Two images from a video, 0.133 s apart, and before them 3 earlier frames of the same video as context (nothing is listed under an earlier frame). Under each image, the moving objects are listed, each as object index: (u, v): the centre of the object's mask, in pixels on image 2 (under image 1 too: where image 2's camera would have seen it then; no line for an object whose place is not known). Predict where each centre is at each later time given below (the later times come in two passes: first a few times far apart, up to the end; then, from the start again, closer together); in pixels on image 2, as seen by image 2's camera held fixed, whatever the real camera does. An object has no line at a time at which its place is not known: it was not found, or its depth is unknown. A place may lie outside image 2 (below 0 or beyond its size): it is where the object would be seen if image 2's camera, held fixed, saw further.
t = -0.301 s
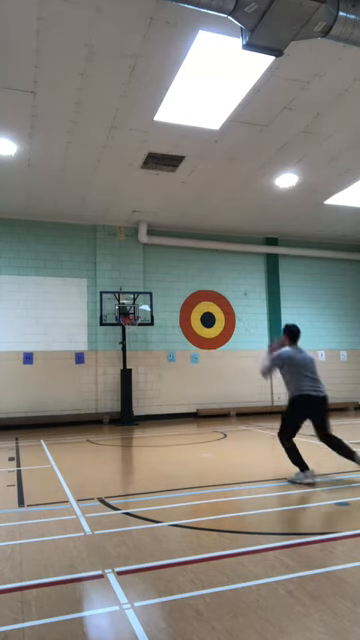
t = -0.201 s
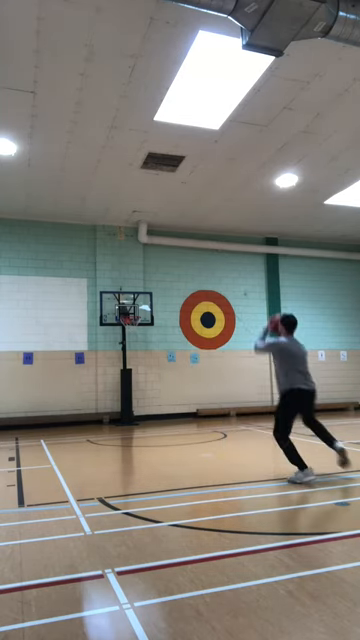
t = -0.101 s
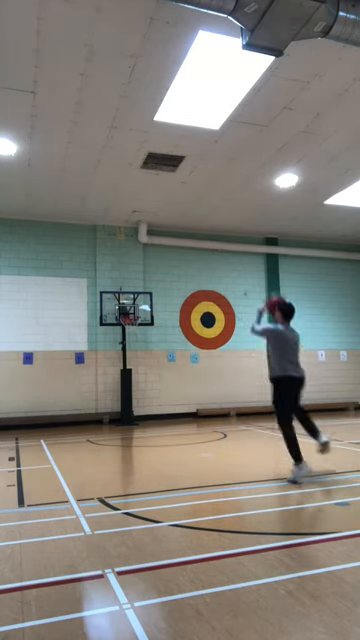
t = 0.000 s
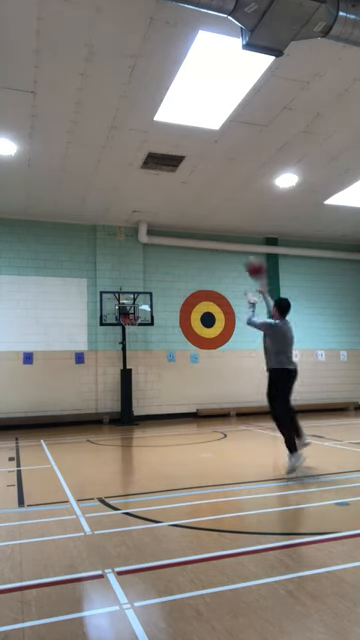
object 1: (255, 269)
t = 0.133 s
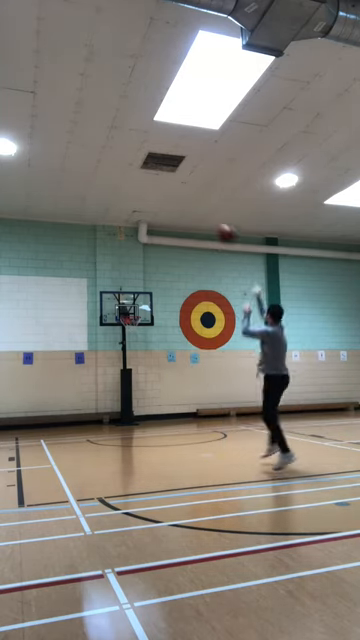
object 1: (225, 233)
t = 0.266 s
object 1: (203, 217)
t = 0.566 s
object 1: (167, 222)
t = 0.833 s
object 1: (145, 260)
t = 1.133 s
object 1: (132, 315)
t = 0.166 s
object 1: (220, 228)
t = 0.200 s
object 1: (214, 223)
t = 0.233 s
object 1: (208, 220)
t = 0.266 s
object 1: (203, 217)
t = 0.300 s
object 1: (199, 216)
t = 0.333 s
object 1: (194, 214)
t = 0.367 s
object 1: (189, 214)
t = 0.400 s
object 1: (184, 213)
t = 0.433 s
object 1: (181, 215)
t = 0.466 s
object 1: (177, 216)
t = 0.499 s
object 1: (173, 217)
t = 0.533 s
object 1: (170, 219)
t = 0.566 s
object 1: (167, 222)
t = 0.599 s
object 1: (164, 225)
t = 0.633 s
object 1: (161, 229)
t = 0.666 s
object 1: (157, 234)
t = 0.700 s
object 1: (154, 240)
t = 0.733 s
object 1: (152, 243)
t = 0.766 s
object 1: (149, 248)
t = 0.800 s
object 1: (147, 254)
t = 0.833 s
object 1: (145, 260)
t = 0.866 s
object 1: (142, 266)
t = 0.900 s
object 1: (139, 272)
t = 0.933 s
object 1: (137, 279)
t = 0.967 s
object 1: (135, 284)
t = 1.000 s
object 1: (133, 291)
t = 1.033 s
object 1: (131, 299)
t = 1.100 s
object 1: (132, 308)
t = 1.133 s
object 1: (132, 315)
